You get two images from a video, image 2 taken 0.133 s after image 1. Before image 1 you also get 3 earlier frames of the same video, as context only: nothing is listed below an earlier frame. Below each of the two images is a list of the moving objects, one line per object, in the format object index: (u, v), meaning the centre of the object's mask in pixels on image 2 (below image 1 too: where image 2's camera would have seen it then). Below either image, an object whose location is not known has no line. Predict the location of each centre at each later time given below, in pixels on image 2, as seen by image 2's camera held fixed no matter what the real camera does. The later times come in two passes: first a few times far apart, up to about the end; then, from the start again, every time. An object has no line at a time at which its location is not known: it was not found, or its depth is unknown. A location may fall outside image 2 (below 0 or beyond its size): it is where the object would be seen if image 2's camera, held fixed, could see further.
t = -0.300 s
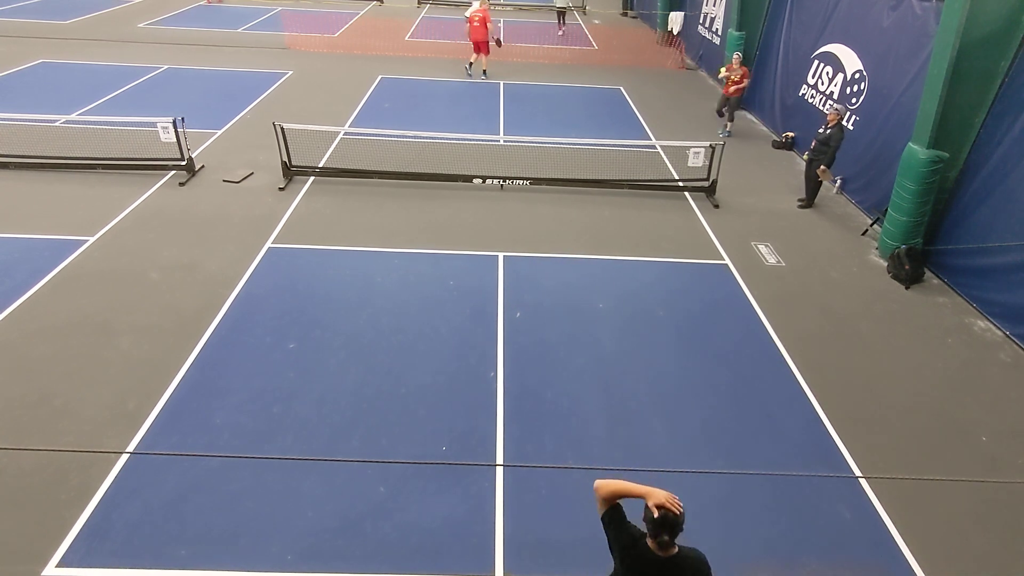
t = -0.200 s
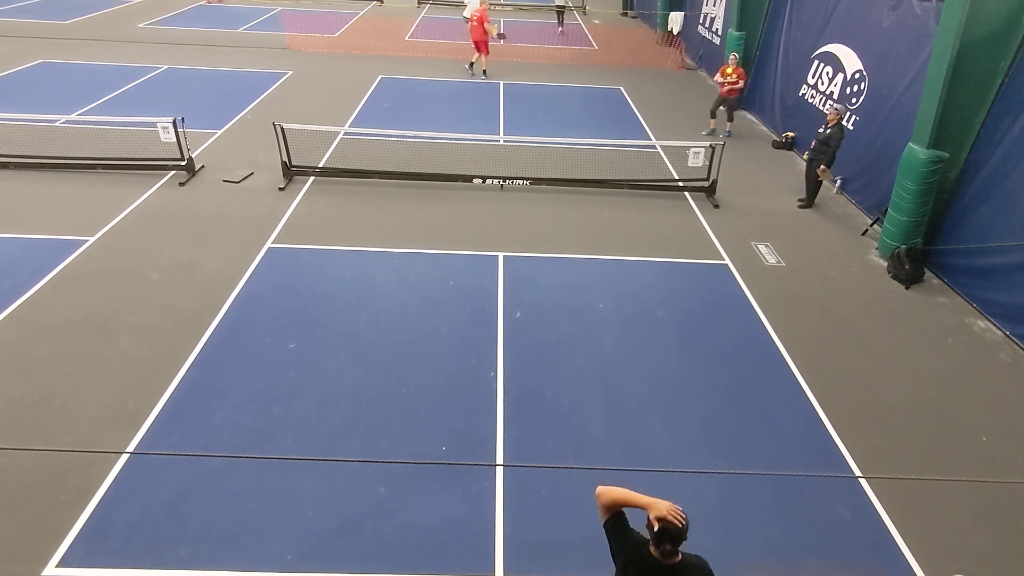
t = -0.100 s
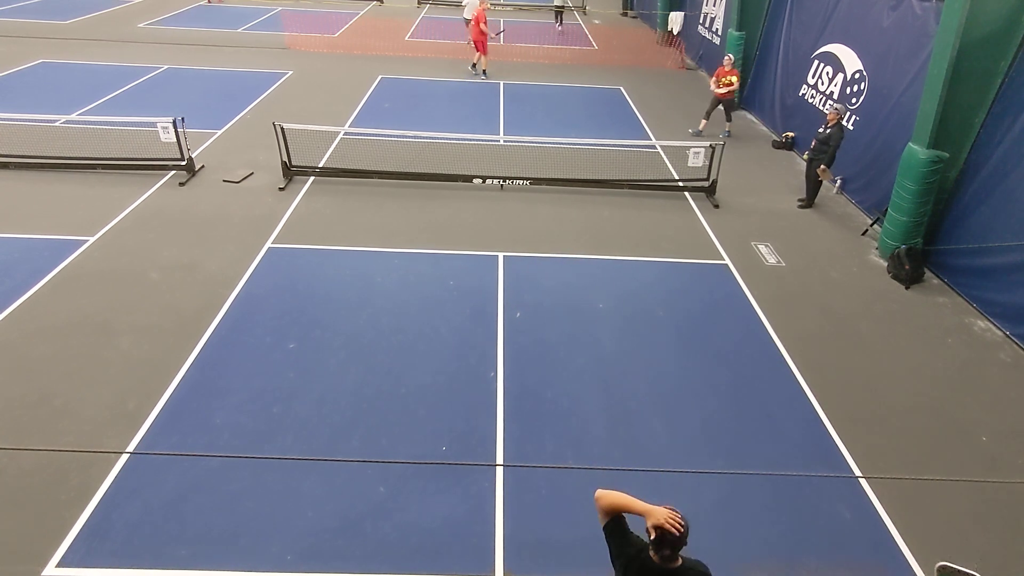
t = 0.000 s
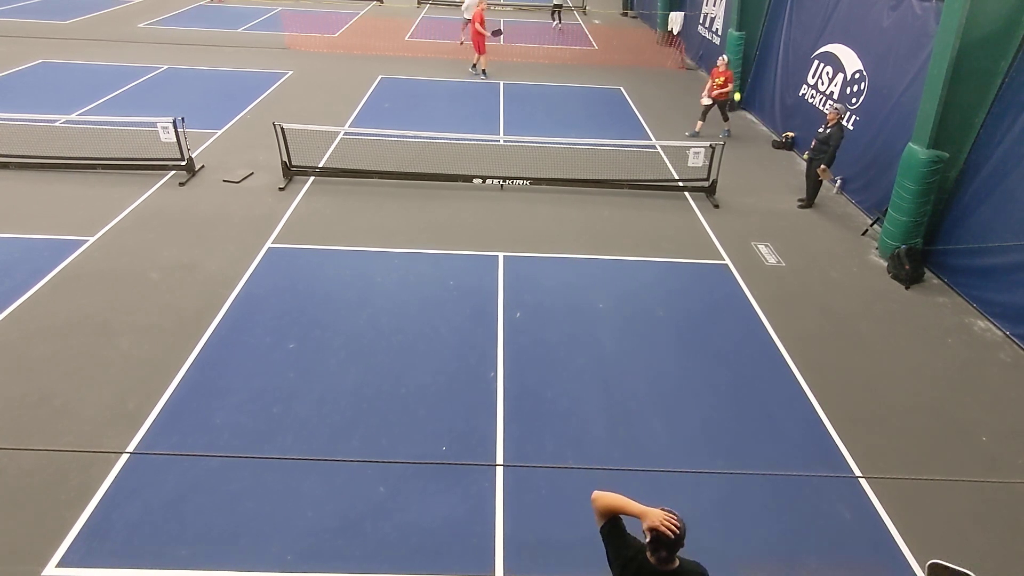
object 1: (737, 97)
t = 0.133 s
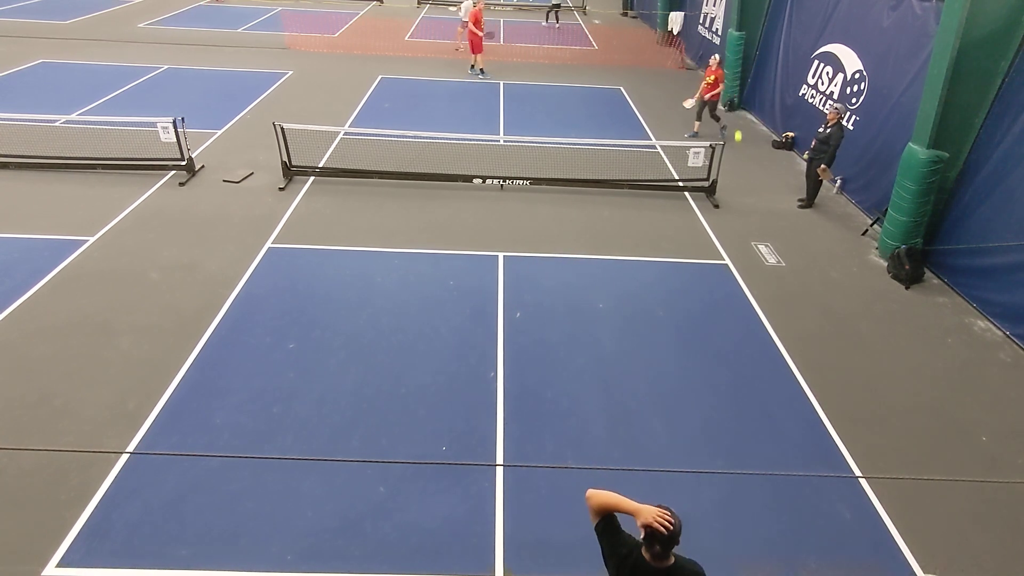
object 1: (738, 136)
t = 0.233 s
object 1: (736, 180)
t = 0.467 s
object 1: (718, 328)
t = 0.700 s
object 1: (726, 371)
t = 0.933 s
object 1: (729, 437)
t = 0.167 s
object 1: (737, 149)
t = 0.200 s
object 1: (737, 163)
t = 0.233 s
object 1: (736, 180)
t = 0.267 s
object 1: (734, 196)
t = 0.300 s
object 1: (732, 215)
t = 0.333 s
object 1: (730, 235)
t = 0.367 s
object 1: (729, 255)
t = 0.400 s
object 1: (725, 279)
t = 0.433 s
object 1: (722, 303)
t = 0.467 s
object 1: (718, 328)
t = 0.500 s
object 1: (714, 354)
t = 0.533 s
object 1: (715, 363)
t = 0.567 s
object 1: (717, 363)
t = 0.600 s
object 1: (719, 363)
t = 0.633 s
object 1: (722, 365)
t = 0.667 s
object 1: (724, 367)
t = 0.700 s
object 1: (726, 371)
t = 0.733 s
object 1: (727, 376)
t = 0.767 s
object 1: (728, 382)
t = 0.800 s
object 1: (729, 390)
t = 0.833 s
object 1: (730, 399)
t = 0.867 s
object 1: (730, 410)
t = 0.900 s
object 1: (730, 423)
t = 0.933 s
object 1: (729, 437)
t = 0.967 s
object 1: (729, 453)
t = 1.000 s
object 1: (728, 471)
